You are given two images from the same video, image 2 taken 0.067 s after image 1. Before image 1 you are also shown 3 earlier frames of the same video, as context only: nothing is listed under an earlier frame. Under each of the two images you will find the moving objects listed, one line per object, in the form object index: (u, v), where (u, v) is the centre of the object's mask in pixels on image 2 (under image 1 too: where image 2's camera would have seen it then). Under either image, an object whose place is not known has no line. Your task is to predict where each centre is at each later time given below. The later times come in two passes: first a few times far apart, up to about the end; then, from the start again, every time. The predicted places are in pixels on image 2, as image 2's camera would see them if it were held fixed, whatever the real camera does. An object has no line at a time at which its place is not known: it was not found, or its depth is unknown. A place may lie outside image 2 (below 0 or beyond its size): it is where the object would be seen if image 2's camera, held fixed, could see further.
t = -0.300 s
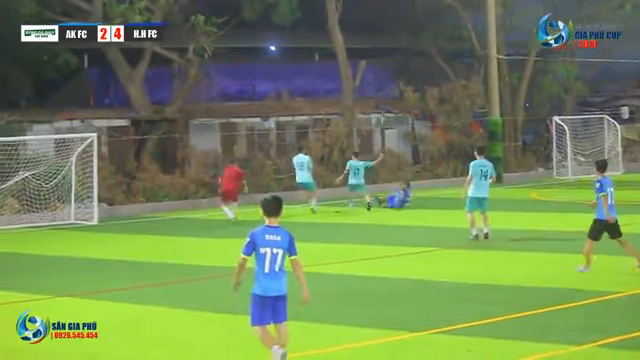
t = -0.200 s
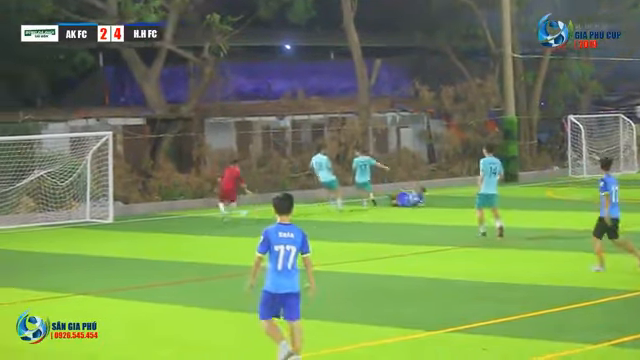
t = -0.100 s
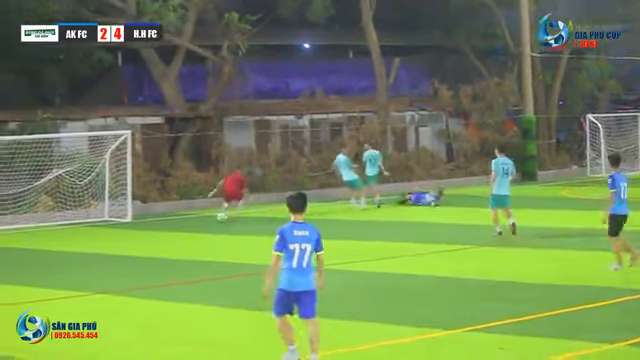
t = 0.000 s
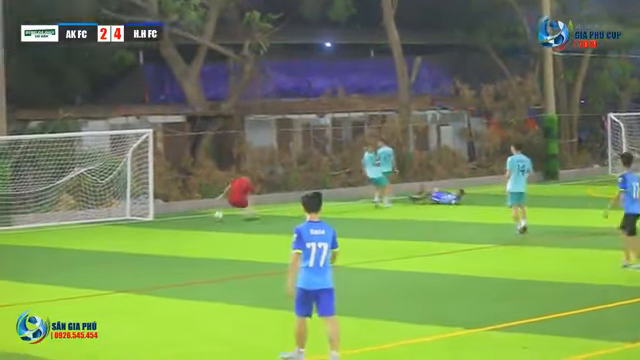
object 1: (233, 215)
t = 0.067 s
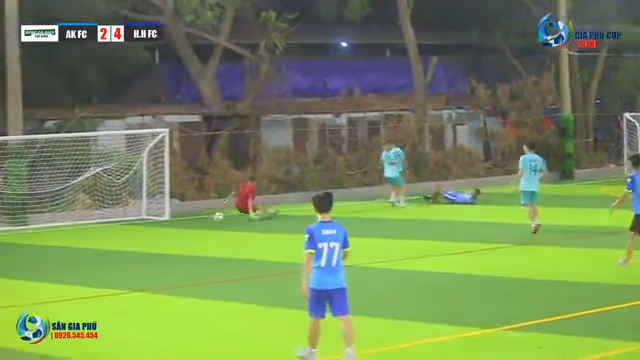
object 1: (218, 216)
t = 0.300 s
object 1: (169, 222)
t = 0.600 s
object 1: (110, 229)
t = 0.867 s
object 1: (55, 233)
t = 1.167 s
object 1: (-6, 240)
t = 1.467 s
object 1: (-68, 244)
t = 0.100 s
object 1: (211, 218)
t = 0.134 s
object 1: (203, 220)
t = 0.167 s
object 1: (196, 220)
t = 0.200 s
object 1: (190, 220)
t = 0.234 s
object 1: (183, 221)
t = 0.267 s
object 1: (176, 222)
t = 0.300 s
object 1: (169, 222)
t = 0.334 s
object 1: (163, 224)
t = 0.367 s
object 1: (156, 225)
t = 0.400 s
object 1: (149, 224)
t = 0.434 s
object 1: (142, 223)
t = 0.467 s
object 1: (136, 224)
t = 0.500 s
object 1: (130, 225)
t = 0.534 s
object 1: (123, 228)
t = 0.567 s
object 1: (117, 228)
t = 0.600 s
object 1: (110, 229)
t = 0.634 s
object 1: (102, 229)
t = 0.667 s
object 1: (97, 230)
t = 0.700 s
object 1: (92, 230)
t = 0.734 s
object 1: (82, 231)
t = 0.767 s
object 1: (77, 233)
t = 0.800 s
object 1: (70, 233)
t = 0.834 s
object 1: (64, 233)
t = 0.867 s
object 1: (55, 233)
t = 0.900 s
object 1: (49, 234)
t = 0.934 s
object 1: (41, 235)
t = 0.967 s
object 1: (35, 236)
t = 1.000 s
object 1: (28, 236)
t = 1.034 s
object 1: (21, 237)
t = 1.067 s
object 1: (14, 238)
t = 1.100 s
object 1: (7, 238)
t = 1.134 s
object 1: (4, 238)
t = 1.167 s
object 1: (-6, 240)
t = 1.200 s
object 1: (-14, 240)
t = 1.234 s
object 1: (-21, 240)
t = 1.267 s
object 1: (-27, 241)
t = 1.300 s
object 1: (-35, 242)
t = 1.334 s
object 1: (-41, 242)
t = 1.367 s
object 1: (-48, 243)
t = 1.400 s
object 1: (-55, 244)
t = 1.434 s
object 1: (-61, 244)
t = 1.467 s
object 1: (-68, 244)
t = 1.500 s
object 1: (-75, 245)
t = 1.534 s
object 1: (-81, 246)
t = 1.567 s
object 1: (-89, 245)
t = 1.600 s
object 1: (-96, 247)
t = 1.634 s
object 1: (-103, 247)
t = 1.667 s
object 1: (-109, 248)
